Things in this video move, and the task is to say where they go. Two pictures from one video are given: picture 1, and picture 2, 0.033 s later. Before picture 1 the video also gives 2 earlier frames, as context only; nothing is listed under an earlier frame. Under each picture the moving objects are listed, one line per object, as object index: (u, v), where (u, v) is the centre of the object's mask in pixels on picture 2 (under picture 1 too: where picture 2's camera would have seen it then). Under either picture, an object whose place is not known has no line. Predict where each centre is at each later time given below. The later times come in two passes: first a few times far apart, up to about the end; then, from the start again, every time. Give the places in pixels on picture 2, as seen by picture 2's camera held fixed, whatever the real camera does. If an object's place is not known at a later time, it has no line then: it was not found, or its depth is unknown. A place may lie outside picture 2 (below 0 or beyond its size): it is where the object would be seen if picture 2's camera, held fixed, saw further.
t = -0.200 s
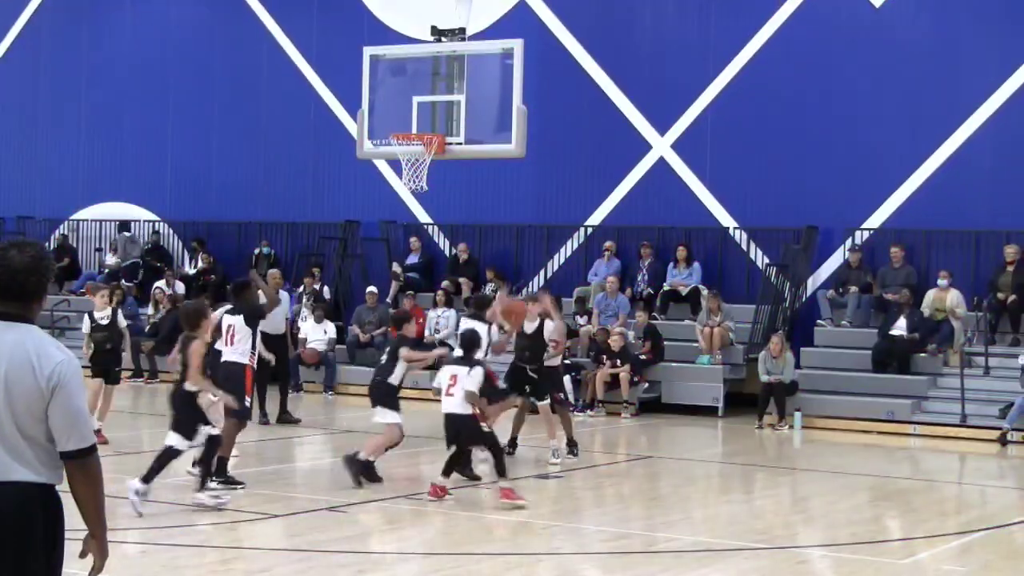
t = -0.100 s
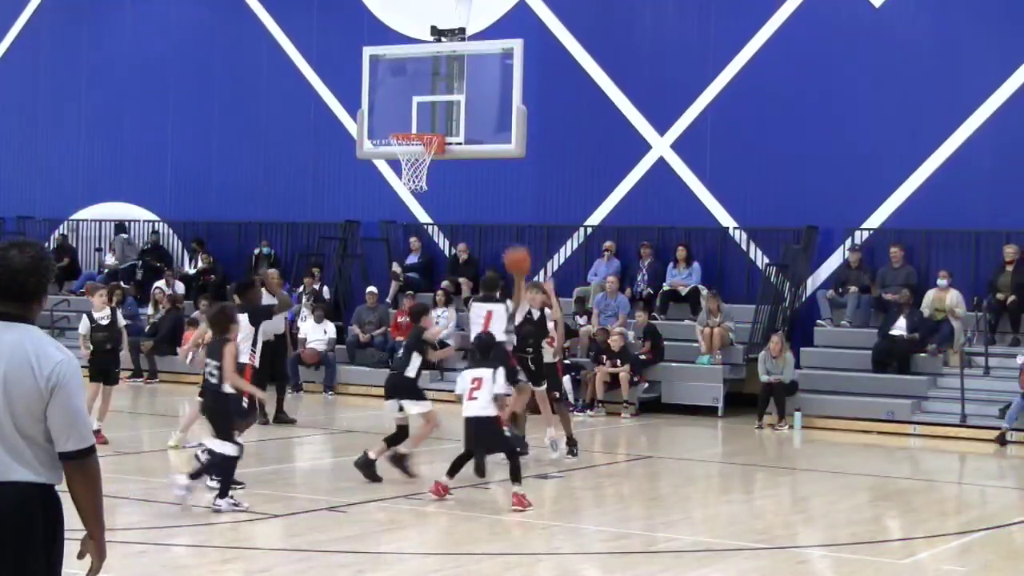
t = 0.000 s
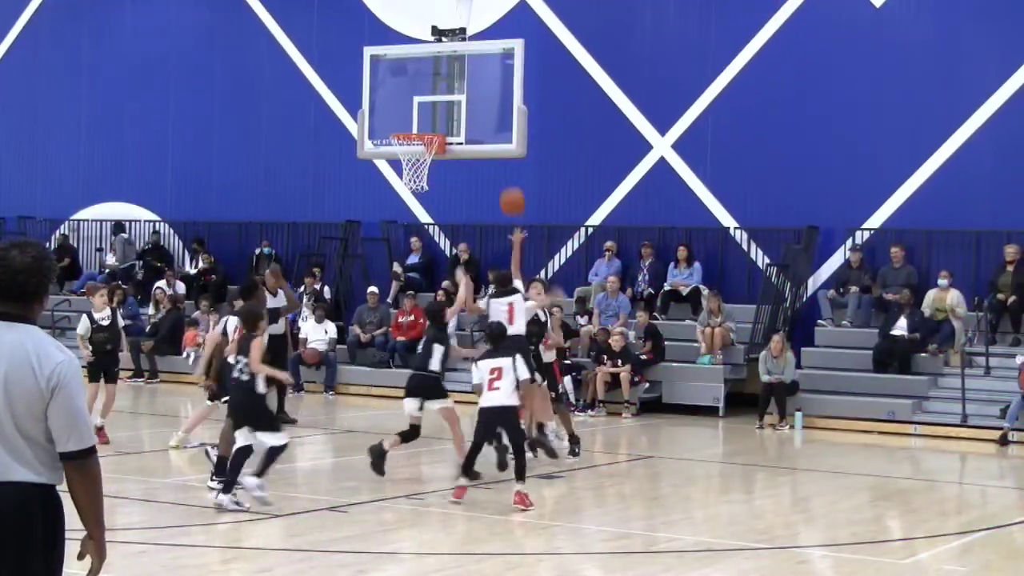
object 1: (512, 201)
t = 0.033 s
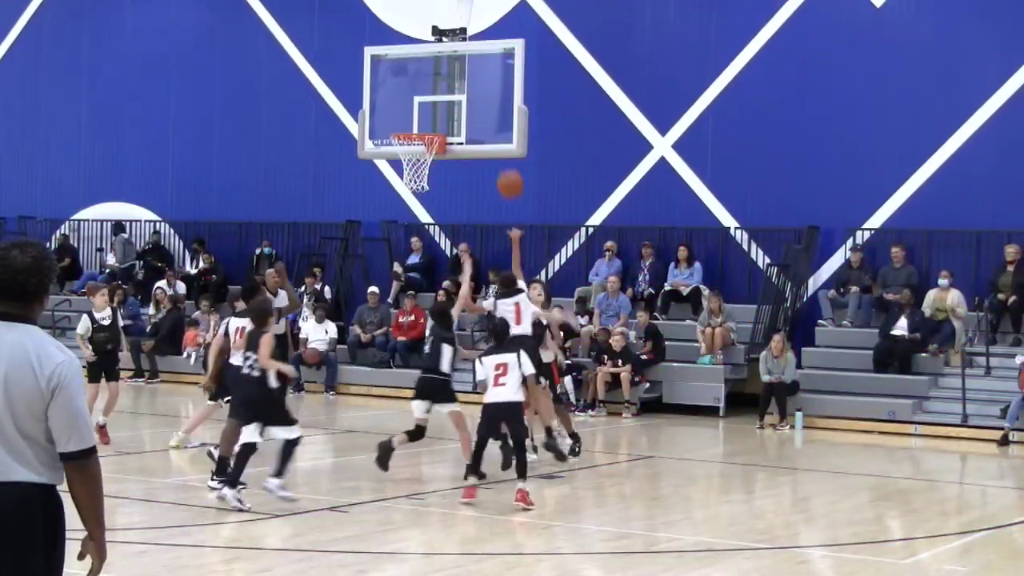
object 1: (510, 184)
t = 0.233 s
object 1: (492, 107)
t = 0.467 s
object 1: (471, 74)
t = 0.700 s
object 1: (432, 93)
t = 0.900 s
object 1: (417, 127)
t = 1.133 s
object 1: (396, 159)
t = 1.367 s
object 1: (390, 179)
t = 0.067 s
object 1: (507, 169)
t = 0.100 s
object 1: (504, 153)
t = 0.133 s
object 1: (501, 139)
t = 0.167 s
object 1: (498, 127)
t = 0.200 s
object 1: (495, 116)
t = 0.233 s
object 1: (492, 107)
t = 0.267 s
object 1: (489, 99)
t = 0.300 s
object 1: (485, 91)
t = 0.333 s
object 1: (483, 85)
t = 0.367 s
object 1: (480, 81)
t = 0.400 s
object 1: (477, 78)
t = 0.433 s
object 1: (474, 75)
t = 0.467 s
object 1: (471, 74)
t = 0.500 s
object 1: (468, 74)
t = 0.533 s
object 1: (464, 75)
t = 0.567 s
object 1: (459, 77)
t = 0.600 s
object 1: (454, 79)
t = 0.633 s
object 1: (446, 82)
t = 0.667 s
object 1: (440, 86)
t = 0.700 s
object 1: (432, 93)
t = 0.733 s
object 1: (425, 100)
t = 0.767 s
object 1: (418, 108)
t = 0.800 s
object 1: (410, 117)
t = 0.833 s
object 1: (403, 125)
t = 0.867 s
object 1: (409, 126)
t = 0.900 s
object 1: (417, 127)
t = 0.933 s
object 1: (426, 129)
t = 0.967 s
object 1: (426, 130)
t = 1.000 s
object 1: (416, 141)
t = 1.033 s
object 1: (413, 145)
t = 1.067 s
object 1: (406, 147)
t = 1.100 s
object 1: (400, 154)
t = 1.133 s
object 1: (396, 159)
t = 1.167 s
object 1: (393, 160)
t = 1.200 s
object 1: (391, 161)
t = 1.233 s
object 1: (391, 163)
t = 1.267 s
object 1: (391, 164)
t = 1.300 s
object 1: (390, 166)
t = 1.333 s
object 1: (390, 175)
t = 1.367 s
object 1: (390, 179)
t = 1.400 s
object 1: (389, 187)
